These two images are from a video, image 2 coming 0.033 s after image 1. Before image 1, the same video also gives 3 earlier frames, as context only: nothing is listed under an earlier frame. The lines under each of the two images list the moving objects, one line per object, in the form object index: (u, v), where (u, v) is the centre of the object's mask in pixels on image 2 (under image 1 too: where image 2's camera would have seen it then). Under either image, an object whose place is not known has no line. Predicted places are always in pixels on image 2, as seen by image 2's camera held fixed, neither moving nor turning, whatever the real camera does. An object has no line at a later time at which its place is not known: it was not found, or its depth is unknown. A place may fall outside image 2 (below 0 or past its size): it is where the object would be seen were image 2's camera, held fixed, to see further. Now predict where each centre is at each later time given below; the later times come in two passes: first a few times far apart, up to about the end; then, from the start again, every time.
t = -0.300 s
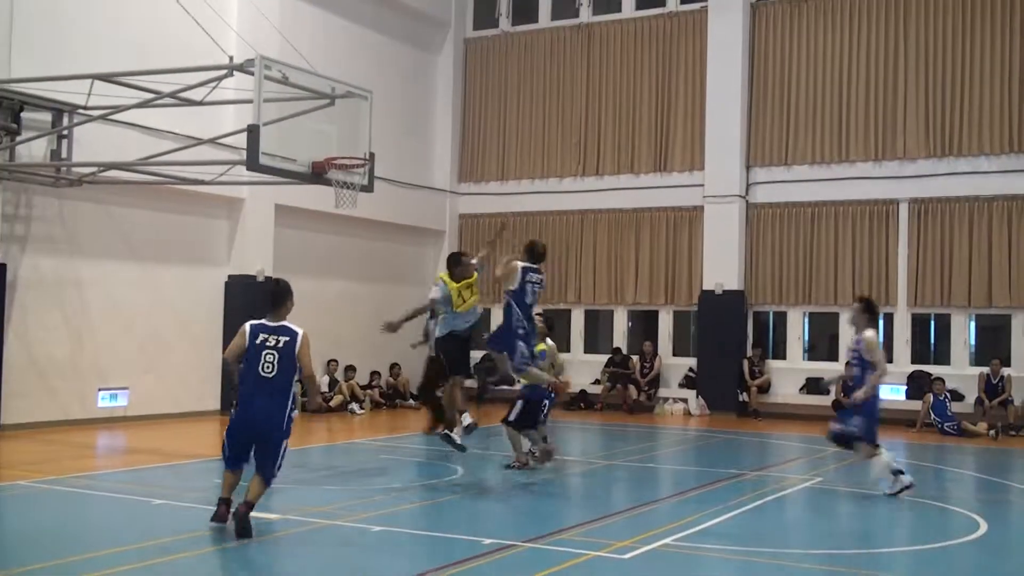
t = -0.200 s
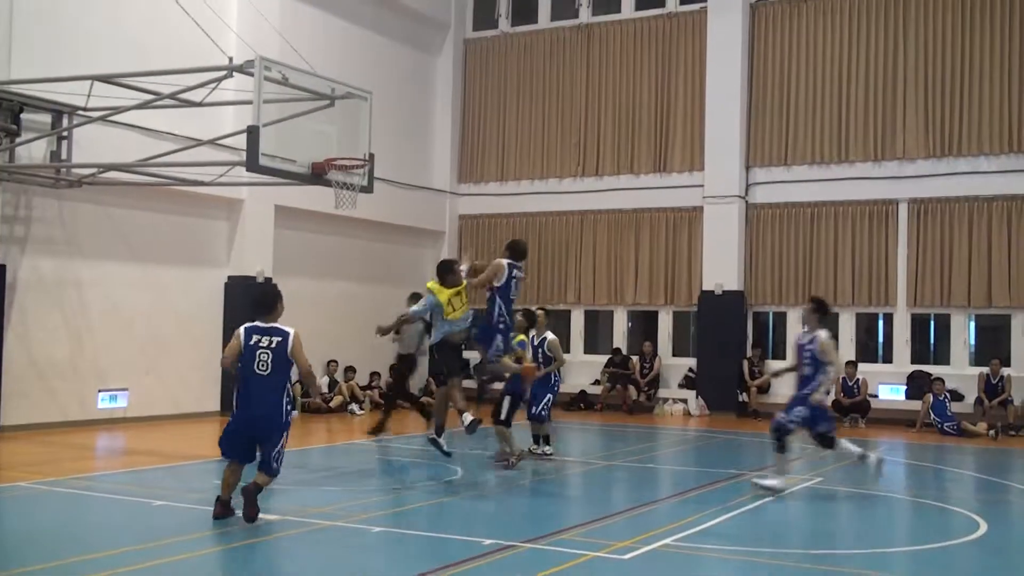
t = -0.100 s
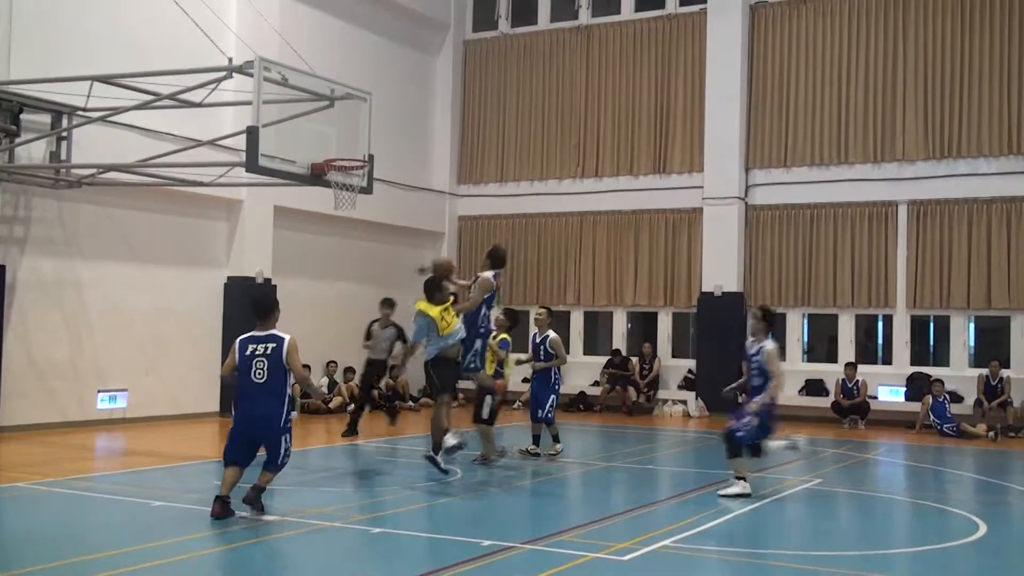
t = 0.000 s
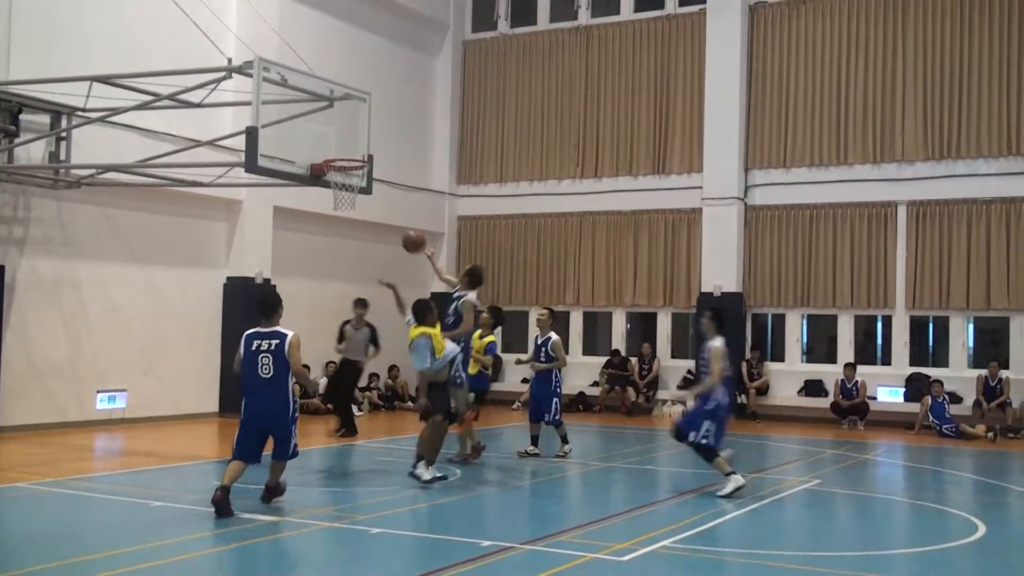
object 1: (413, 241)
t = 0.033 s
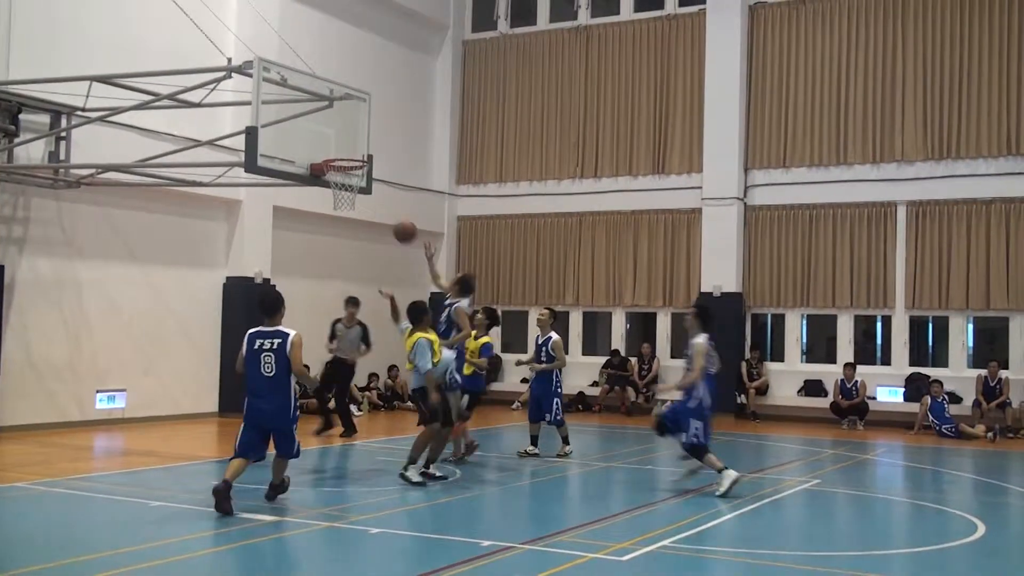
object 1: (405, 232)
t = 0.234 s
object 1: (354, 193)
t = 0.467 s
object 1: (309, 190)
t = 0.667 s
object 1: (269, 231)
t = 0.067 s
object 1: (396, 223)
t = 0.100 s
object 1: (388, 215)
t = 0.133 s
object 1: (380, 207)
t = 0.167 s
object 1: (372, 200)
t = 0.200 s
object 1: (363, 197)
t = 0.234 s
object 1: (354, 193)
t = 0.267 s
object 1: (346, 190)
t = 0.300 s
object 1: (339, 185)
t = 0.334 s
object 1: (334, 184)
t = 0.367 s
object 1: (327, 185)
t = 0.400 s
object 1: (322, 185)
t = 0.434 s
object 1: (316, 187)
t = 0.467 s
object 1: (309, 190)
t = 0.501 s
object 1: (302, 194)
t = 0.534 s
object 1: (296, 199)
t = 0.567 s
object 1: (289, 205)
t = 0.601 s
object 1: (283, 213)
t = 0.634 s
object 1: (276, 222)
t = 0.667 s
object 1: (269, 231)
